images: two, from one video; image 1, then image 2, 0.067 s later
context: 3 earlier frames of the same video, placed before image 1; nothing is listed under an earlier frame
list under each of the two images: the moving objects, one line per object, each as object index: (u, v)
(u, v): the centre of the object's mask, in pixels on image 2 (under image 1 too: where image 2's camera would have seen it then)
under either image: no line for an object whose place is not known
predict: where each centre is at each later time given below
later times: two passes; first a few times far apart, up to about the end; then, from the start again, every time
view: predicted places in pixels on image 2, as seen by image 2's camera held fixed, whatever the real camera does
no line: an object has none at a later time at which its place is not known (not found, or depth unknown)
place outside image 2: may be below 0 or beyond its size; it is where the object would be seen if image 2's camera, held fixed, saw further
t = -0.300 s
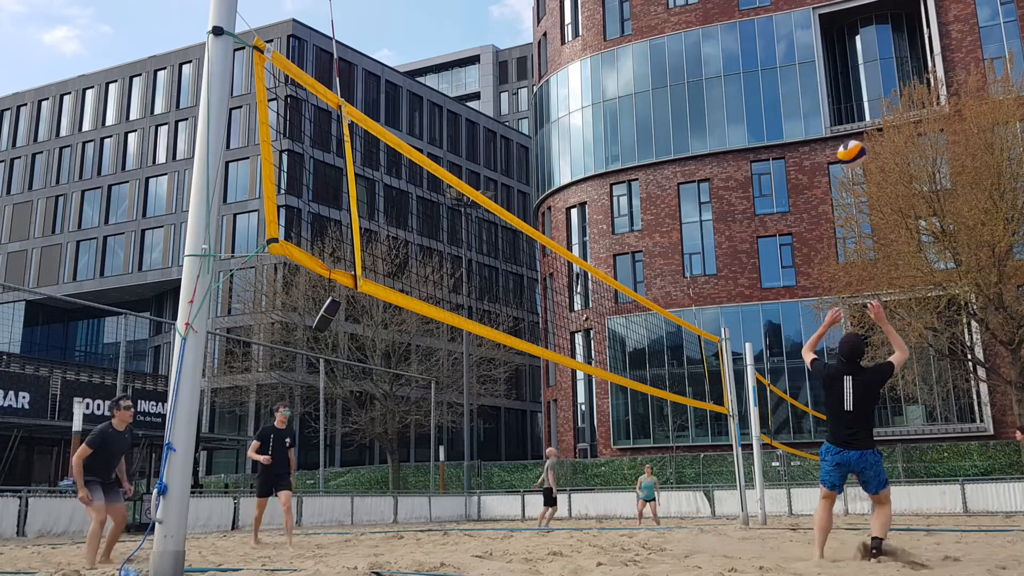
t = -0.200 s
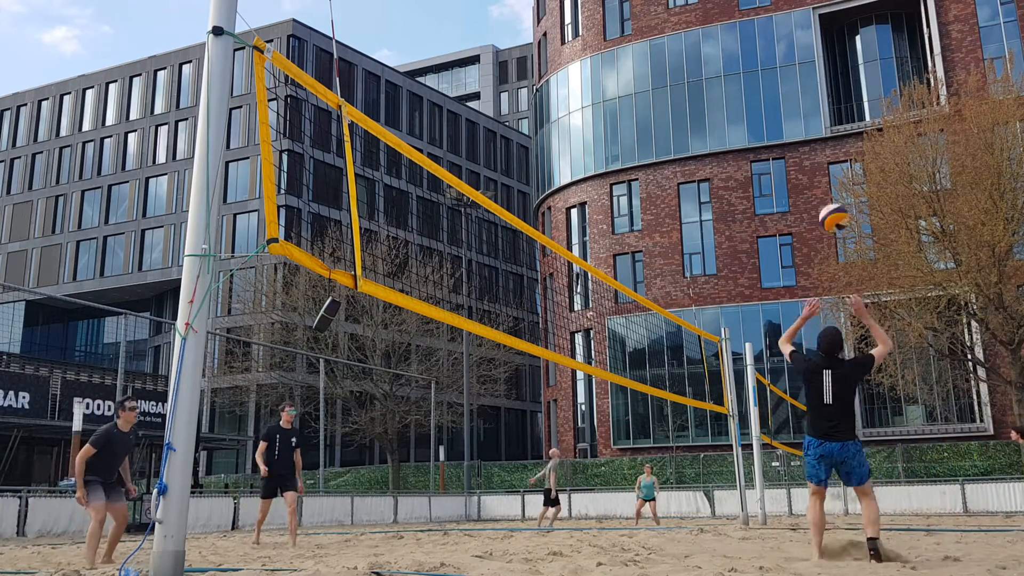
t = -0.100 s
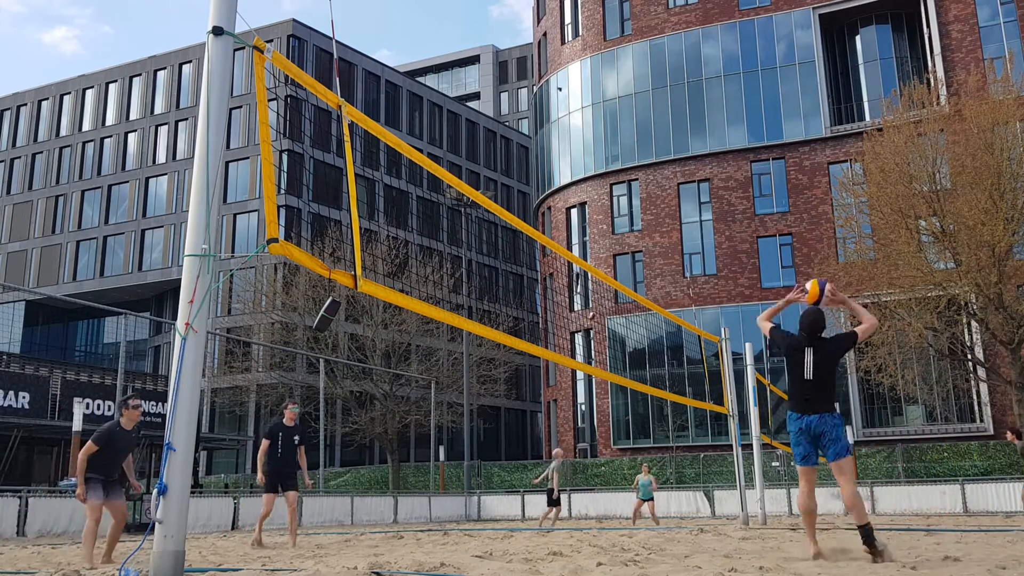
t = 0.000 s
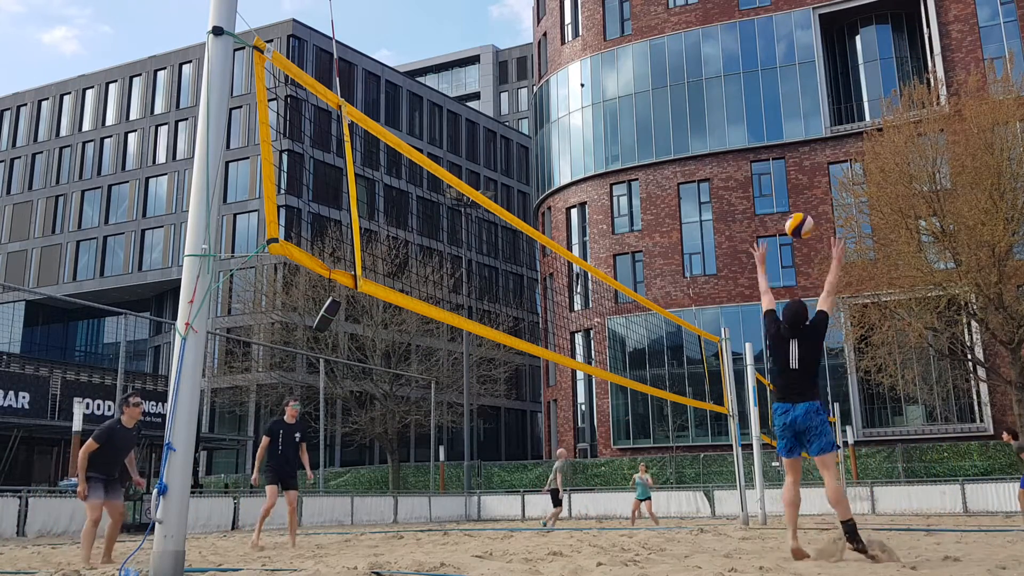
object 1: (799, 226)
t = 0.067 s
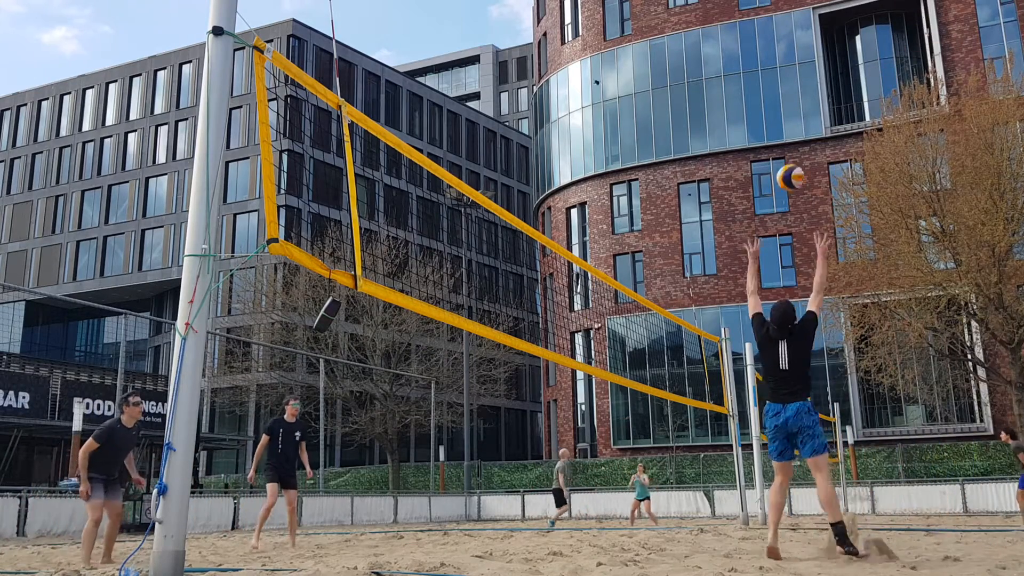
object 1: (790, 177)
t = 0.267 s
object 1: (770, 75)
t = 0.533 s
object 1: (753, 19)
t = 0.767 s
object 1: (744, 27)
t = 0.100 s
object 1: (787, 156)
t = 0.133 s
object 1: (783, 136)
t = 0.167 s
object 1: (779, 119)
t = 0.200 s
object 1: (776, 103)
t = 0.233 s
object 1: (773, 88)
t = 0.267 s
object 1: (770, 75)
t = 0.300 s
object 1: (767, 63)
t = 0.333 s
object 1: (765, 53)
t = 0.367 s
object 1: (763, 45)
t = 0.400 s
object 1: (761, 37)
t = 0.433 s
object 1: (759, 31)
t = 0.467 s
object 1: (756, 25)
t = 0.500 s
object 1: (754, 21)
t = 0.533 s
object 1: (753, 19)
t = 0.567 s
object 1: (751, 17)
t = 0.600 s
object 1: (750, 16)
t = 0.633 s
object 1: (749, 17)
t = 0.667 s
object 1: (748, 18)
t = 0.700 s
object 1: (746, 20)
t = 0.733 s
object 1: (745, 23)
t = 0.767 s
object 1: (744, 27)
